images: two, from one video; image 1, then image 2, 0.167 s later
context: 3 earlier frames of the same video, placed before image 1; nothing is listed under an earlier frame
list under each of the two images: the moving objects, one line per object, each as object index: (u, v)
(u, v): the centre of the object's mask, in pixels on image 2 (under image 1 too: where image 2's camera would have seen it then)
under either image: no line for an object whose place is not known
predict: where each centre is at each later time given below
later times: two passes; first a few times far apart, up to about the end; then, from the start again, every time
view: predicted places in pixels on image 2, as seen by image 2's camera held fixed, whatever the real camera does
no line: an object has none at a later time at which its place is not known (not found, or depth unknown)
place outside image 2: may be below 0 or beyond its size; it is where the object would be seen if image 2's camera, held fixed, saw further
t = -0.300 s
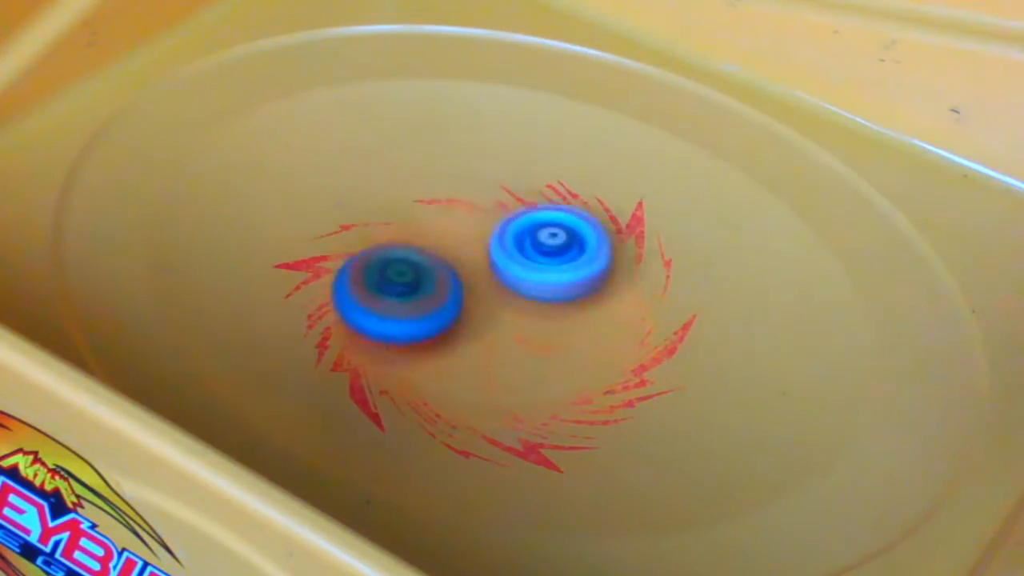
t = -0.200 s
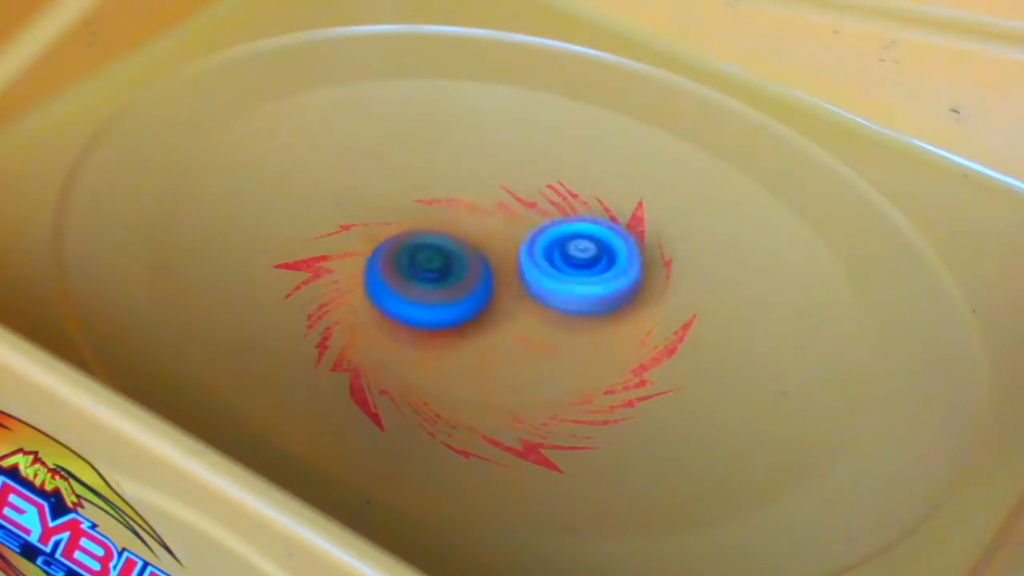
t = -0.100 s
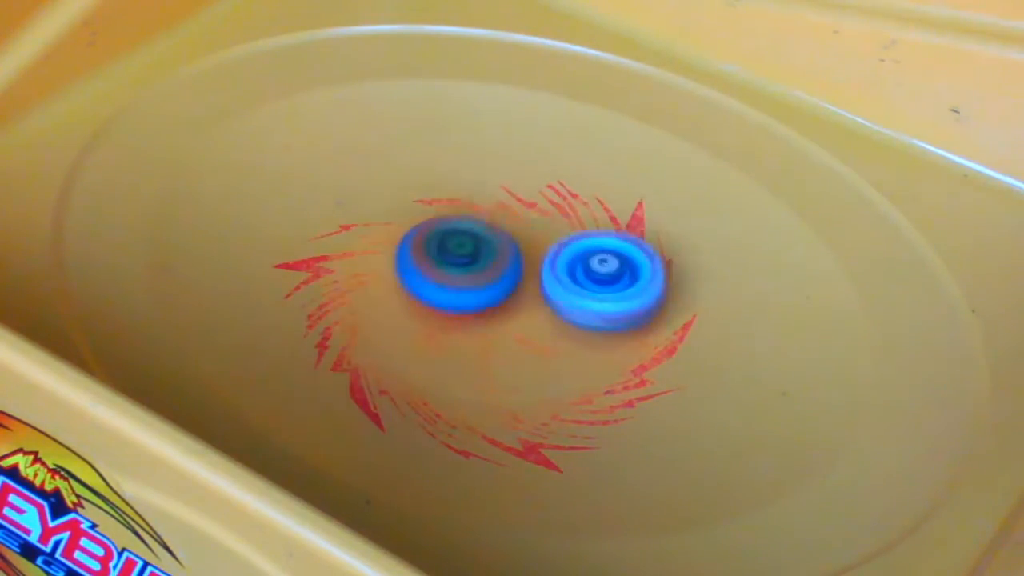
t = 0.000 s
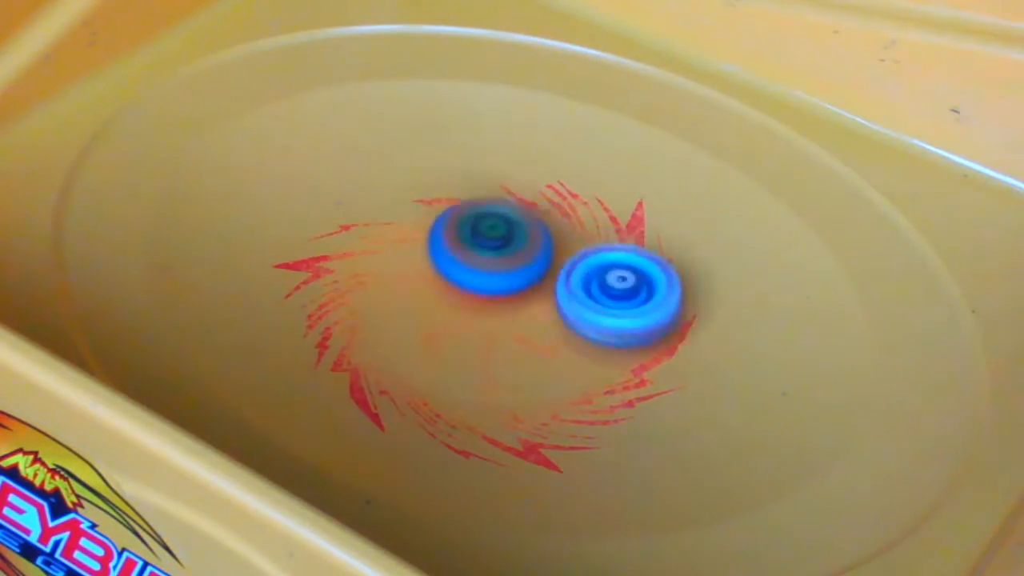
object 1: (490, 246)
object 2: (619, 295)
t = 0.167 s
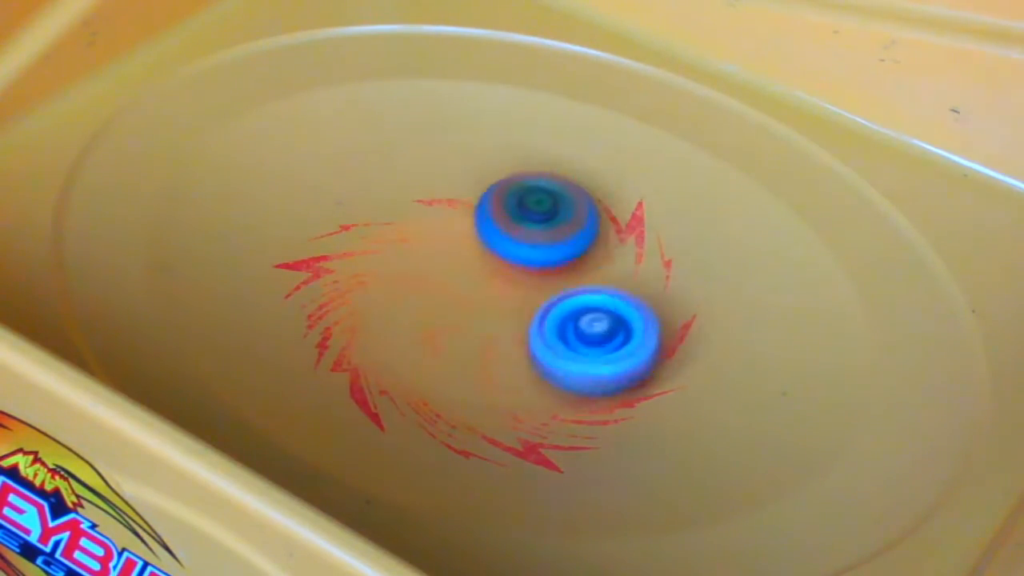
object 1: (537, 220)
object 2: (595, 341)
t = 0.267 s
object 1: (557, 204)
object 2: (567, 346)
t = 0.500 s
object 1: (507, 190)
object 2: (501, 325)
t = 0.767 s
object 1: (530, 200)
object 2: (426, 334)
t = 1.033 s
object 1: (532, 218)
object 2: (367, 289)
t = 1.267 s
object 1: (563, 254)
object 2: (432, 263)
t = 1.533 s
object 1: (646, 270)
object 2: (414, 257)
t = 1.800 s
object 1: (609, 266)
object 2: (429, 249)
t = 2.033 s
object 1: (561, 309)
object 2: (457, 251)
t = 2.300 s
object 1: (512, 354)
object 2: (468, 245)
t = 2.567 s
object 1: (503, 366)
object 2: (497, 256)
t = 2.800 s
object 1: (478, 381)
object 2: (536, 222)
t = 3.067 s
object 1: (515, 355)
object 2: (640, 228)
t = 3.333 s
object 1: (450, 284)
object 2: (624, 278)
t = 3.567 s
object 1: (383, 233)
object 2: (631, 300)
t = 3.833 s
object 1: (345, 217)
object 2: (566, 277)
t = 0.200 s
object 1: (546, 215)
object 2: (585, 344)
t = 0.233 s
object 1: (555, 210)
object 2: (576, 345)
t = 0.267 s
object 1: (557, 204)
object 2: (567, 346)
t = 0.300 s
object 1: (555, 196)
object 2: (559, 345)
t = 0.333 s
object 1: (549, 190)
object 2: (549, 344)
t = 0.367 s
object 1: (542, 186)
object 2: (539, 341)
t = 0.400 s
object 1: (534, 183)
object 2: (529, 338)
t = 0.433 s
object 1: (525, 183)
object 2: (520, 335)
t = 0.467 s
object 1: (515, 185)
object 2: (511, 330)
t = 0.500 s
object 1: (507, 190)
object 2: (501, 325)
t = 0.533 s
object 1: (501, 196)
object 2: (493, 319)
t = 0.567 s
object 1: (499, 204)
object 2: (486, 313)
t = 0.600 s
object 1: (502, 211)
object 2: (479, 307)
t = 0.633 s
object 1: (508, 212)
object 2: (469, 312)
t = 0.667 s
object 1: (516, 205)
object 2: (458, 322)
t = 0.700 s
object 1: (522, 203)
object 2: (447, 327)
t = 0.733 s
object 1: (529, 202)
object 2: (437, 330)
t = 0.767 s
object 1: (530, 200)
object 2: (426, 334)
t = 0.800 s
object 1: (527, 198)
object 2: (416, 336)
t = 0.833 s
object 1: (522, 197)
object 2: (405, 337)
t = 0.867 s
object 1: (517, 198)
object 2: (395, 335)
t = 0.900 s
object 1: (515, 201)
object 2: (382, 327)
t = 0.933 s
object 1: (518, 205)
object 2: (372, 318)
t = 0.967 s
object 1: (523, 209)
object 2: (366, 308)
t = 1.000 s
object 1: (528, 213)
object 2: (365, 298)
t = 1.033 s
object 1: (532, 218)
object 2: (367, 289)
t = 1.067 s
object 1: (536, 223)
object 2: (373, 282)
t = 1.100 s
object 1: (540, 228)
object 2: (380, 278)
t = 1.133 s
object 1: (545, 233)
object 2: (388, 274)
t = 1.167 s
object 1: (550, 239)
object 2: (398, 271)
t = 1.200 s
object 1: (554, 244)
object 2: (408, 268)
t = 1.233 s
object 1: (559, 249)
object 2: (419, 266)
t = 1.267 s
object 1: (563, 254)
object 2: (432, 263)
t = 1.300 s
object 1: (575, 260)
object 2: (433, 263)
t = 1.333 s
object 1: (591, 265)
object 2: (430, 262)
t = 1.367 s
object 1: (602, 268)
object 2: (426, 261)
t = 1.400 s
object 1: (613, 272)
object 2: (422, 260)
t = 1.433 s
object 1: (624, 274)
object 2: (419, 260)
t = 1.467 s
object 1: (633, 274)
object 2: (416, 259)
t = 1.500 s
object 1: (640, 272)
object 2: (415, 258)
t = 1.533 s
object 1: (646, 270)
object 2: (414, 257)
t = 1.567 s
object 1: (649, 268)
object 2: (412, 256)
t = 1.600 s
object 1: (649, 265)
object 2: (412, 255)
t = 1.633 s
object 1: (646, 263)
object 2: (412, 253)
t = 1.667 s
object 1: (640, 260)
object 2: (415, 251)
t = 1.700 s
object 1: (634, 260)
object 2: (418, 251)
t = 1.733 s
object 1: (626, 260)
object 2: (421, 250)
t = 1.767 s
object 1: (617, 261)
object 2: (425, 249)
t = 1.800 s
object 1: (609, 266)
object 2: (429, 249)
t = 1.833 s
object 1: (602, 272)
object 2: (434, 249)
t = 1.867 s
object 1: (595, 278)
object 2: (440, 250)
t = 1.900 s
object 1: (588, 283)
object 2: (445, 251)
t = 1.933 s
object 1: (579, 288)
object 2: (451, 252)
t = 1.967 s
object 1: (571, 295)
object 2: (456, 252)
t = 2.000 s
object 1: (565, 301)
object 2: (457, 252)
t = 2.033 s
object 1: (561, 309)
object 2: (457, 251)
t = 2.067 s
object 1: (556, 315)
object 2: (457, 250)
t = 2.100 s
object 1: (549, 322)
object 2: (457, 249)
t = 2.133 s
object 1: (543, 328)
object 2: (458, 247)
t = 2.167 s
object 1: (537, 334)
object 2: (459, 247)
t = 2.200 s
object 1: (531, 339)
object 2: (460, 246)
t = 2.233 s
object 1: (525, 345)
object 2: (462, 245)
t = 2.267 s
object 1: (519, 350)
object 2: (465, 245)
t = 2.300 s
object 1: (512, 354)
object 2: (468, 245)
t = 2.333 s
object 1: (505, 359)
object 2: (471, 246)
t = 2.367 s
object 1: (498, 363)
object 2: (474, 246)
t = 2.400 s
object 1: (493, 366)
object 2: (478, 247)
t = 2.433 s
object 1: (491, 368)
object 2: (482, 248)
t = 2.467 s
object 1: (494, 370)
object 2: (486, 250)
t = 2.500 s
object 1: (497, 370)
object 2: (490, 252)
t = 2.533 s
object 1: (500, 369)
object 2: (493, 254)
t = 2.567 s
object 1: (503, 366)
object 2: (497, 256)
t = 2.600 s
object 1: (500, 361)
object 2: (500, 259)
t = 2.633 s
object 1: (493, 358)
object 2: (502, 261)
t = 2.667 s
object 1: (488, 353)
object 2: (505, 262)
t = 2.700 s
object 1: (478, 360)
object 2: (511, 257)
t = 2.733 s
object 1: (472, 370)
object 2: (521, 241)
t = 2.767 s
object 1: (475, 377)
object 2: (528, 231)
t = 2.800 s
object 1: (478, 381)
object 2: (536, 222)
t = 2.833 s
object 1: (484, 385)
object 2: (544, 213)
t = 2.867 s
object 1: (492, 387)
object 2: (554, 206)
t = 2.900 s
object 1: (499, 386)
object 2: (569, 203)
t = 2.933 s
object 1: (506, 383)
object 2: (586, 203)
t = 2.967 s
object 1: (512, 379)
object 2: (603, 205)
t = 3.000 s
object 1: (516, 372)
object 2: (618, 210)
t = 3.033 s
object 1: (517, 363)
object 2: (631, 218)
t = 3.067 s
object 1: (515, 355)
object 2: (640, 228)
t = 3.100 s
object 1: (510, 346)
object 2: (645, 240)
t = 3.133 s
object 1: (505, 337)
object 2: (645, 252)
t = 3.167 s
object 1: (500, 327)
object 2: (640, 264)
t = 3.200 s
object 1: (496, 318)
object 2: (630, 274)
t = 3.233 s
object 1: (492, 308)
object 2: (617, 281)
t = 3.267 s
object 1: (483, 300)
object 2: (610, 282)
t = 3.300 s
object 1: (466, 292)
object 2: (615, 279)
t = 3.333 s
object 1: (450, 284)
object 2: (624, 278)
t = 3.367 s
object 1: (439, 276)
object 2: (631, 280)
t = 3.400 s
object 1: (429, 269)
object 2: (637, 284)
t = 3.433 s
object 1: (418, 261)
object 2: (640, 288)
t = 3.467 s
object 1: (408, 254)
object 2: (641, 291)
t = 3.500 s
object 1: (399, 247)
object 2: (640, 294)
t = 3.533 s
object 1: (391, 239)
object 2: (636, 297)
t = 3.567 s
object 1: (383, 233)
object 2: (631, 300)
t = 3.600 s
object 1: (373, 229)
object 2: (625, 302)
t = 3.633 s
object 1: (365, 224)
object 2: (616, 302)
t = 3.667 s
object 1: (358, 221)
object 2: (608, 298)
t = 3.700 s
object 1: (351, 218)
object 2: (600, 295)
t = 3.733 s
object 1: (347, 216)
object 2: (592, 291)
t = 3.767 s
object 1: (344, 216)
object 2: (583, 287)
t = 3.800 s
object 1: (344, 216)
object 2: (574, 282)
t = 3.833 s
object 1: (345, 217)
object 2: (566, 277)
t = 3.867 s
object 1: (347, 219)
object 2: (557, 272)
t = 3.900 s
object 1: (352, 222)
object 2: (549, 266)
